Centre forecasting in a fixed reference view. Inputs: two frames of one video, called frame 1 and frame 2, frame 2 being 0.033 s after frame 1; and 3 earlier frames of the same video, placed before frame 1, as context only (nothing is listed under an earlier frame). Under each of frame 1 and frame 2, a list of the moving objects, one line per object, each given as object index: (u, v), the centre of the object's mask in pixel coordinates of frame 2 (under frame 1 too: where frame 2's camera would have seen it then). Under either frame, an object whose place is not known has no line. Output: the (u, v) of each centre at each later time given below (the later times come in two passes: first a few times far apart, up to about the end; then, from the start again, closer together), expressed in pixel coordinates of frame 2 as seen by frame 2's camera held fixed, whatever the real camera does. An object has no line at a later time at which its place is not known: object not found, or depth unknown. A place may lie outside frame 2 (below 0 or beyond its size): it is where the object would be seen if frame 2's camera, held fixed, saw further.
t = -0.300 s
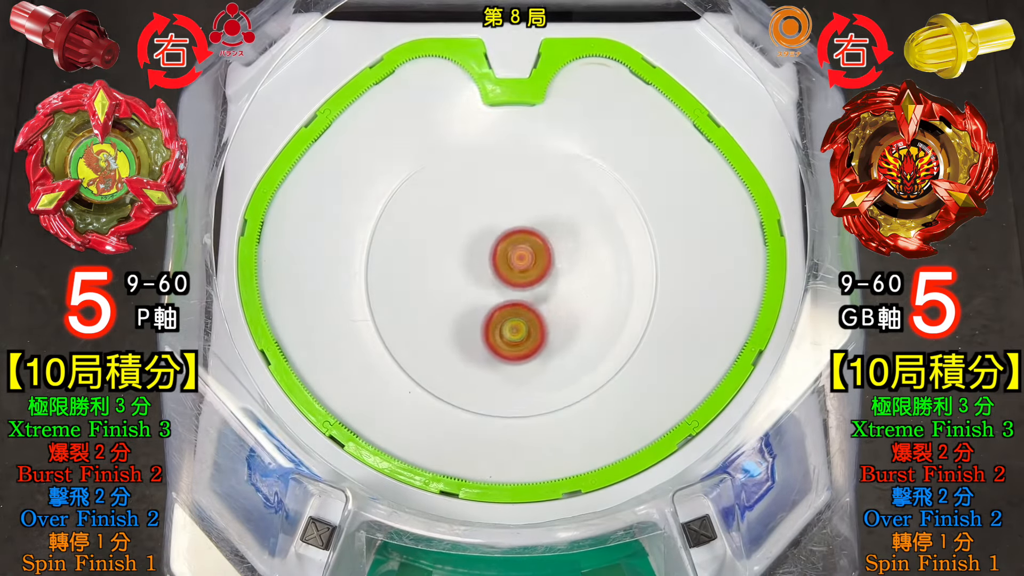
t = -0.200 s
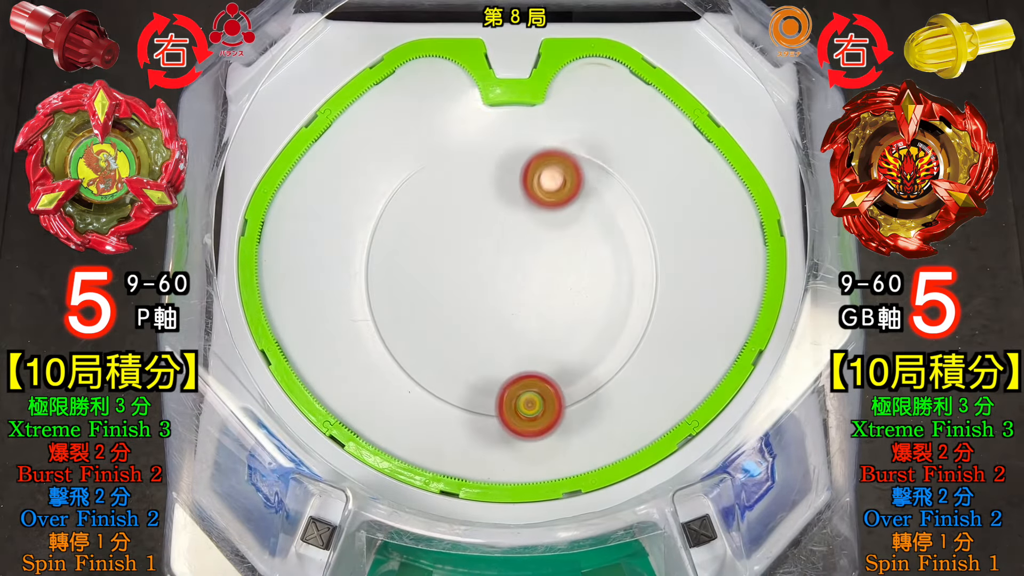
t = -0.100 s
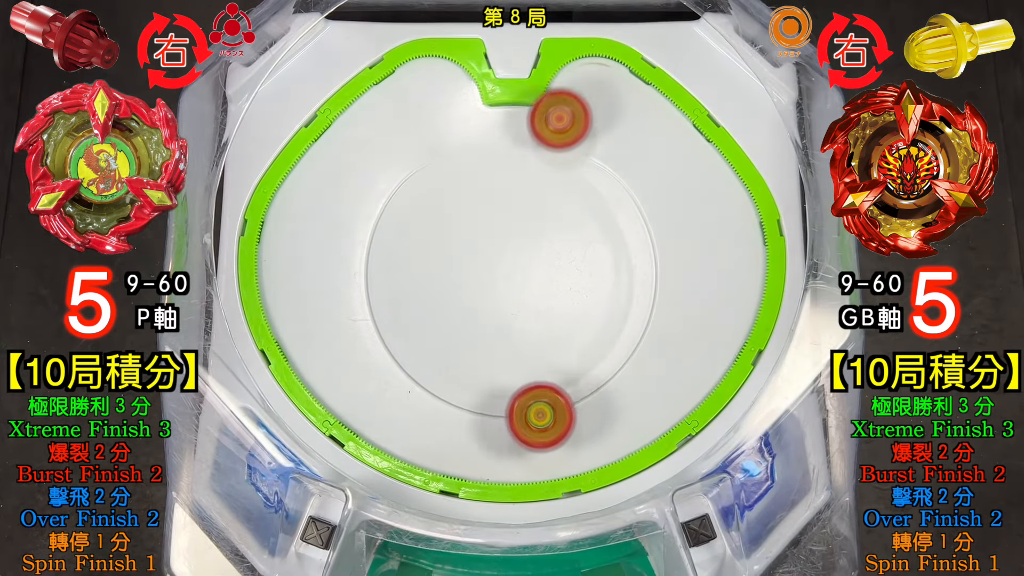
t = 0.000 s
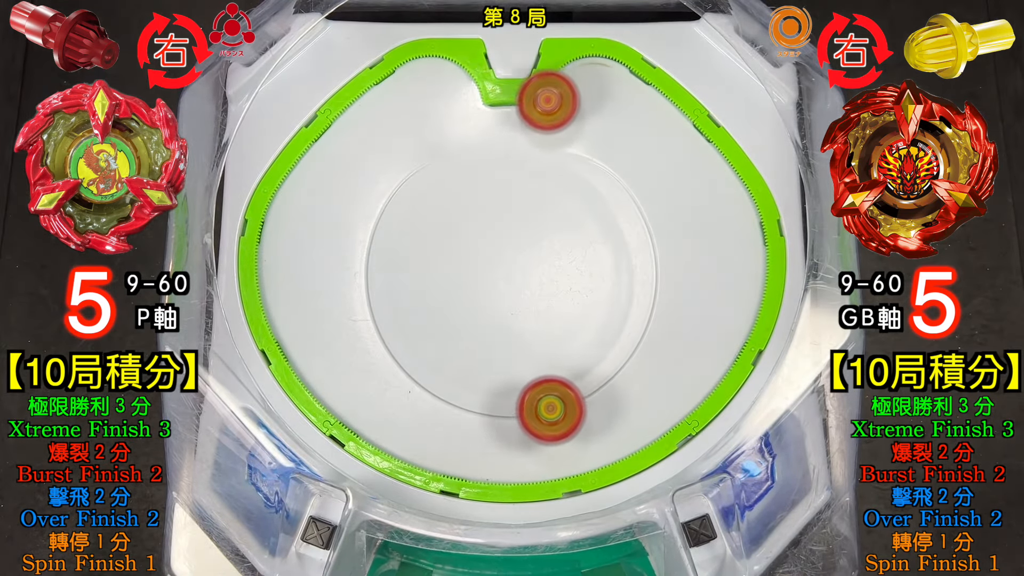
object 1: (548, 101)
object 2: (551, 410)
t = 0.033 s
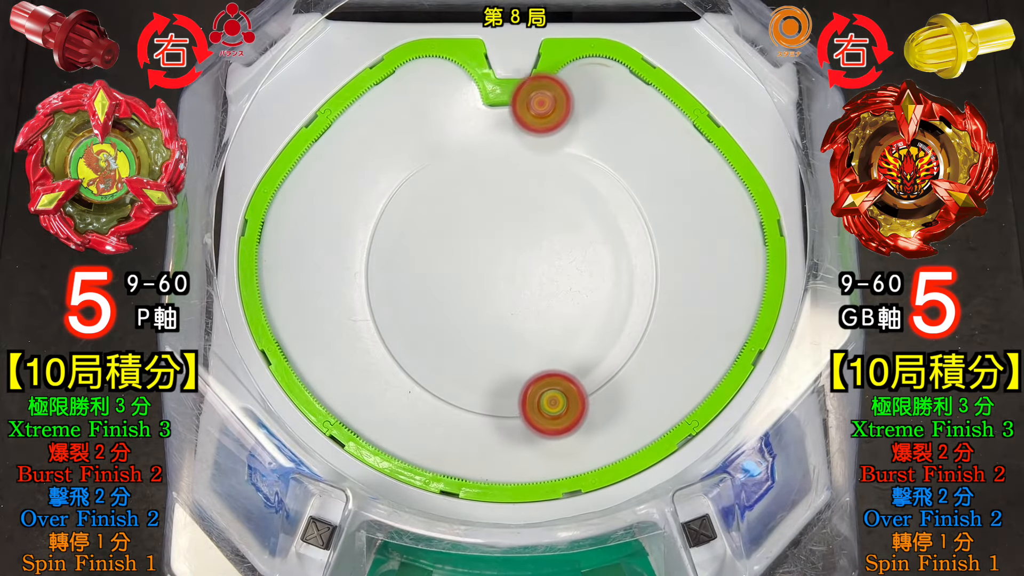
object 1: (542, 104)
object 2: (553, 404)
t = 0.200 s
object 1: (489, 176)
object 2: (559, 333)
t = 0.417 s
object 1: (421, 339)
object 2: (562, 246)
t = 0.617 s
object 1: (503, 400)
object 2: (514, 199)
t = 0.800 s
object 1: (640, 322)
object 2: (393, 239)
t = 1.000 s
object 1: (607, 167)
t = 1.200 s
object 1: (444, 154)
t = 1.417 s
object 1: (394, 347)
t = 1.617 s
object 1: (621, 354)
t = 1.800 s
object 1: (632, 147)
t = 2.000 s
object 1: (546, 152)
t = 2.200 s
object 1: (478, 462)
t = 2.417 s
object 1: (532, 455)
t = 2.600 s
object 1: (608, 327)
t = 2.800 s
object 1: (560, 160)
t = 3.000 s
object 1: (410, 118)
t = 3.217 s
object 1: (330, 171)
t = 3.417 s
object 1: (330, 250)
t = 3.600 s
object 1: (389, 317)
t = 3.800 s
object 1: (559, 346)
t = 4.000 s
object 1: (638, 215)
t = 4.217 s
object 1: (512, 139)
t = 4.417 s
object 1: (415, 230)
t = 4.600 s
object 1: (491, 356)
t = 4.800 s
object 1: (634, 326)
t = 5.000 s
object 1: (661, 195)
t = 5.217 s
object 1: (710, 140)
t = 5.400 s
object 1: (690, 133)
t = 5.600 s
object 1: (656, 146)
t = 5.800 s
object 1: (606, 181)
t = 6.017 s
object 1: (641, 64)
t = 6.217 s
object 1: (596, 212)
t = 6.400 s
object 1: (543, 283)
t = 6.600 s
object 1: (549, 311)
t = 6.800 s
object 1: (572, 310)
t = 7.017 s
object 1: (553, 304)
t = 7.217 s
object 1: (518, 319)
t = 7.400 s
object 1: (504, 326)
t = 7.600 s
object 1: (612, 482)
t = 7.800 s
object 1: (668, 387)
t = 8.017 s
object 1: (613, 290)
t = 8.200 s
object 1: (582, 45)
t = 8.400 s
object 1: (433, 165)
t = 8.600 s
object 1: (389, 294)
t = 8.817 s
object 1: (460, 316)
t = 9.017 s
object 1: (523, 275)
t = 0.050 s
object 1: (538, 107)
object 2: (554, 400)
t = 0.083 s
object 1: (530, 116)
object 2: (557, 390)
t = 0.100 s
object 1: (524, 122)
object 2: (558, 384)
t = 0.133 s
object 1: (514, 136)
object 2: (559, 370)
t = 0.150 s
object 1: (508, 145)
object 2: (560, 361)
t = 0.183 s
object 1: (495, 164)
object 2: (560, 343)
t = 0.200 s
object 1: (489, 176)
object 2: (559, 333)
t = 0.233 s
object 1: (478, 201)
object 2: (556, 315)
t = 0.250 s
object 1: (473, 214)
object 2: (553, 306)
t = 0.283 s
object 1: (467, 241)
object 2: (546, 290)
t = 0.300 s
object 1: (466, 255)
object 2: (542, 283)
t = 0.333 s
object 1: (459, 281)
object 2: (539, 271)
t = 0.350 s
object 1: (449, 293)
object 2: (546, 266)
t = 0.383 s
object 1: (432, 316)
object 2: (556, 256)
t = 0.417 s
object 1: (421, 339)
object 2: (562, 246)
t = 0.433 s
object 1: (419, 350)
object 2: (564, 241)
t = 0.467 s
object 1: (418, 370)
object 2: (564, 232)
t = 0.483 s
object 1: (421, 379)
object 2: (562, 227)
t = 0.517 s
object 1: (434, 390)
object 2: (556, 218)
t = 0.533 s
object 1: (442, 395)
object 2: (551, 214)
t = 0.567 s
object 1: (463, 398)
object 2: (538, 206)
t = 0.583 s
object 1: (476, 399)
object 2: (531, 203)
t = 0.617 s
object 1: (503, 400)
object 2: (514, 199)
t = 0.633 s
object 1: (517, 399)
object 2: (504, 198)
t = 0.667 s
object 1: (547, 395)
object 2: (482, 198)
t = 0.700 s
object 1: (577, 388)
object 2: (460, 201)
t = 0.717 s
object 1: (591, 382)
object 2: (448, 205)
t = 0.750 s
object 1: (614, 361)
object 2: (424, 215)
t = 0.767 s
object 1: (623, 349)
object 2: (413, 221)
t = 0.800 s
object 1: (640, 322)
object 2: (393, 239)
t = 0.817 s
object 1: (646, 308)
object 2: (383, 249)
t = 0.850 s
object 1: (652, 279)
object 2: (367, 271)
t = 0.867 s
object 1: (652, 264)
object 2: (369, 283)
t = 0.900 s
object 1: (648, 236)
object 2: (381, 310)
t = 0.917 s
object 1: (643, 223)
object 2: (388, 323)
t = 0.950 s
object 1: (632, 198)
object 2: (405, 351)
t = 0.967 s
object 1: (625, 187)
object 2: (415, 365)
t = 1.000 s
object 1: (607, 167)
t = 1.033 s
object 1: (585, 151)
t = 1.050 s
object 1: (573, 145)
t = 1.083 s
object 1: (546, 137)
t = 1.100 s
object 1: (532, 135)
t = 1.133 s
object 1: (503, 136)
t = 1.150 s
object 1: (488, 138)
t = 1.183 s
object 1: (458, 147)
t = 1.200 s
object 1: (444, 154)
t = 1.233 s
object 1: (417, 172)
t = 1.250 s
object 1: (404, 183)
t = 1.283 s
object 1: (382, 209)
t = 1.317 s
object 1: (368, 240)
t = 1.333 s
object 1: (366, 257)
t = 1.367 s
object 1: (372, 294)
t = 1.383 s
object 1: (377, 313)
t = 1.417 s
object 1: (394, 347)
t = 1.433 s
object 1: (407, 362)
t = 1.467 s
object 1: (443, 386)
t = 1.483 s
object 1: (462, 395)
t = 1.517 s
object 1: (503, 405)
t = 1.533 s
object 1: (525, 404)
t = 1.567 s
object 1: (568, 392)
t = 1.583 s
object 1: (587, 382)
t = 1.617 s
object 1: (621, 354)
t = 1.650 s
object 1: (643, 315)
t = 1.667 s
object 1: (651, 296)
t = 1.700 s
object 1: (657, 256)
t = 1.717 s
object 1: (656, 235)
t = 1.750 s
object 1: (648, 196)
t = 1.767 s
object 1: (643, 178)
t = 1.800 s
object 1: (632, 147)
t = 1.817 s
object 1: (626, 133)
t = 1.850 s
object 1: (612, 108)
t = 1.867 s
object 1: (605, 97)
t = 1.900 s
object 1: (589, 79)
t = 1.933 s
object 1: (571, 64)
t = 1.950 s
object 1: (564, 61)
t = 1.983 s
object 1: (552, 120)
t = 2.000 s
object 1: (546, 152)
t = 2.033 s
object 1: (534, 220)
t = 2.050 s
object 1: (527, 251)
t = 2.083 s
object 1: (514, 310)
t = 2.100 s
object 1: (507, 337)
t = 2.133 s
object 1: (494, 389)
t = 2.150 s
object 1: (488, 411)
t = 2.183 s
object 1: (482, 445)
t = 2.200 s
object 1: (478, 462)
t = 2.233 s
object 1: (475, 491)
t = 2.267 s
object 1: (480, 499)
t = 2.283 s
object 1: (484, 499)
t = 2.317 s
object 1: (493, 500)
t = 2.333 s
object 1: (497, 497)
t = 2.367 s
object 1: (510, 482)
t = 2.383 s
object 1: (517, 473)
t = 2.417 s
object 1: (532, 455)
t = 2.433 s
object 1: (540, 445)
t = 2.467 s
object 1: (557, 423)
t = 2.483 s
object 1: (565, 412)
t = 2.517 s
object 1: (580, 389)
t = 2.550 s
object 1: (593, 367)
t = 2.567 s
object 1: (598, 355)
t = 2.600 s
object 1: (608, 327)
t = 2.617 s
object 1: (612, 312)
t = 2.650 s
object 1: (615, 282)
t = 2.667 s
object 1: (615, 267)
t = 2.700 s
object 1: (610, 238)
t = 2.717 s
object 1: (605, 223)
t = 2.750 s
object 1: (592, 196)
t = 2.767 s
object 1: (582, 182)
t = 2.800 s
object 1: (560, 160)
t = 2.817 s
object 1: (548, 150)
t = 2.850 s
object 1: (522, 135)
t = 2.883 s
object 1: (495, 124)
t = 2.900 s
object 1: (481, 120)
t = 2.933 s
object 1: (455, 116)
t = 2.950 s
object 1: (442, 116)
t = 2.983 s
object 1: (420, 117)
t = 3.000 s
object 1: (410, 118)
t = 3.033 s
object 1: (391, 123)
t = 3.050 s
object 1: (383, 126)
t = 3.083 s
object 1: (369, 132)
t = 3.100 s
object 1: (362, 136)
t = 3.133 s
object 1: (350, 145)
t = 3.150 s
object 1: (345, 149)
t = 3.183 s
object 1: (337, 160)
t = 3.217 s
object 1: (330, 171)
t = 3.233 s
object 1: (327, 177)
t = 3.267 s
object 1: (324, 190)
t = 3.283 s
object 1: (323, 196)
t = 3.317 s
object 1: (322, 209)
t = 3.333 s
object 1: (322, 216)
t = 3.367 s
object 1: (324, 229)
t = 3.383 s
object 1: (326, 236)
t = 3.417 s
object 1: (330, 250)
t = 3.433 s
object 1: (333, 256)
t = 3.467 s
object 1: (340, 268)
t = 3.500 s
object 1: (348, 281)
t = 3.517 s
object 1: (353, 286)
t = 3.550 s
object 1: (364, 298)
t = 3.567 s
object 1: (372, 304)
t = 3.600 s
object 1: (389, 317)
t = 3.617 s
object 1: (400, 323)
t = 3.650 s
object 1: (424, 336)
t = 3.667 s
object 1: (438, 341)
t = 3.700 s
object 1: (467, 350)
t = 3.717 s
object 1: (483, 352)
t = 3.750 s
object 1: (514, 355)
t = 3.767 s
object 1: (530, 353)
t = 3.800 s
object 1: (559, 346)
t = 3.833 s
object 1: (585, 333)
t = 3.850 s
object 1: (596, 324)
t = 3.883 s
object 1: (616, 304)
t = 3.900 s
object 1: (624, 292)
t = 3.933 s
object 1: (635, 267)
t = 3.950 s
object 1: (638, 253)
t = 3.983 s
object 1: (639, 227)
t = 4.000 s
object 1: (638, 215)
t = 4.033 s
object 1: (630, 192)
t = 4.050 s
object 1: (625, 181)
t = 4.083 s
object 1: (607, 166)
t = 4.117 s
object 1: (585, 154)
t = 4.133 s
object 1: (574, 149)
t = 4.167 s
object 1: (549, 142)
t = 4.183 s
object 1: (537, 139)
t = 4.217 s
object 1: (512, 139)
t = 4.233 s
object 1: (500, 139)
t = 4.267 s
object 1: (478, 145)
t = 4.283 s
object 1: (467, 150)
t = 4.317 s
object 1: (448, 163)
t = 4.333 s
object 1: (440, 172)
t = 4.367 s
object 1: (426, 192)
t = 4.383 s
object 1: (420, 204)
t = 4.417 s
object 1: (415, 230)
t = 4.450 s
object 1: (416, 257)
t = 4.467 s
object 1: (419, 270)
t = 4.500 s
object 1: (430, 295)
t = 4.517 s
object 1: (438, 308)
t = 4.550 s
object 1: (457, 331)
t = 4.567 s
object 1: (467, 340)
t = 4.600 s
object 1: (491, 356)
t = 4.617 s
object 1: (504, 362)
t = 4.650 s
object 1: (531, 370)
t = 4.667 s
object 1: (544, 371)
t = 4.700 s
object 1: (570, 367)
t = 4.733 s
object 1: (595, 358)
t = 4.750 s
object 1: (606, 352)
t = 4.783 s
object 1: (626, 335)
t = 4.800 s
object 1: (634, 326)
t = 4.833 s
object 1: (648, 306)
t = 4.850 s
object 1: (651, 295)
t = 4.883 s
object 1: (651, 271)
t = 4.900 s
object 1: (649, 259)
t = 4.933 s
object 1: (643, 236)
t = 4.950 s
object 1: (638, 225)
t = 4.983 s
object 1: (653, 204)
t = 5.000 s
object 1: (661, 195)
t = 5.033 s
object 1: (674, 179)
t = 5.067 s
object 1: (685, 167)
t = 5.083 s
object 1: (690, 162)
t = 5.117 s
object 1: (697, 155)
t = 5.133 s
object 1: (700, 152)
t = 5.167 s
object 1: (705, 146)
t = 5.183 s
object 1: (707, 143)
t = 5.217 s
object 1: (710, 140)
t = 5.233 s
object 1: (710, 138)
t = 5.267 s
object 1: (708, 137)
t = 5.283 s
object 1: (706, 136)
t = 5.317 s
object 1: (702, 135)
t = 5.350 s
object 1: (697, 134)
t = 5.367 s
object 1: (695, 134)
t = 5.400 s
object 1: (690, 133)
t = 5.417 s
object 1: (687, 133)
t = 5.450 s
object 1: (682, 134)
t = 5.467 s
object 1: (679, 134)
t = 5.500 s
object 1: (674, 136)
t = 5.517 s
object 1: (671, 137)
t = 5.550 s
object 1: (665, 140)
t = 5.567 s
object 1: (662, 142)
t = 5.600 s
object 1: (656, 146)
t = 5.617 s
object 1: (652, 148)
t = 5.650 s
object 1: (645, 153)
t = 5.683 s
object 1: (638, 158)
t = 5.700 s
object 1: (635, 161)
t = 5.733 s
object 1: (627, 166)
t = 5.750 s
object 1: (623, 169)
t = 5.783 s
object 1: (613, 177)
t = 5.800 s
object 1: (606, 181)
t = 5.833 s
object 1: (592, 189)
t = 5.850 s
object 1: (599, 165)
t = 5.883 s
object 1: (615, 111)
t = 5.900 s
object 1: (623, 86)
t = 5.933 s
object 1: (638, 40)
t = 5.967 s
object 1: (645, 23)
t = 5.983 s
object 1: (644, 32)
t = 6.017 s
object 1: (641, 64)
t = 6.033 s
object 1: (638, 81)
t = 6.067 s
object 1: (632, 112)
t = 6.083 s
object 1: (629, 123)
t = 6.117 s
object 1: (621, 150)
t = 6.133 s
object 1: (618, 160)
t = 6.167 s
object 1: (611, 181)
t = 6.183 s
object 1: (607, 193)
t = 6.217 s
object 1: (596, 212)
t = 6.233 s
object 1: (591, 221)
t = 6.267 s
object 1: (579, 238)
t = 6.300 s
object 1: (567, 252)
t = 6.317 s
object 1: (562, 258)
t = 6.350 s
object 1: (553, 269)
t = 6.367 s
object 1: (549, 274)
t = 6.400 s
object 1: (543, 283)
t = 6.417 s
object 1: (541, 287)
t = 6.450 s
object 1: (538, 293)
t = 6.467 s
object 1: (538, 296)
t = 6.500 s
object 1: (538, 301)
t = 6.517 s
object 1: (539, 303)
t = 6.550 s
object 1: (542, 307)
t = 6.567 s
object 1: (544, 308)
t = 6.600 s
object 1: (549, 311)
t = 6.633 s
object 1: (555, 313)
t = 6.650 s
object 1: (558, 314)
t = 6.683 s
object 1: (563, 314)
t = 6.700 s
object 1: (565, 314)
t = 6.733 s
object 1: (568, 313)
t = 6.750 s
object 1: (570, 312)
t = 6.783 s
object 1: (572, 311)
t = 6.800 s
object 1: (572, 310)
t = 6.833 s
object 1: (573, 309)
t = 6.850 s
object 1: (572, 308)
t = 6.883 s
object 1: (570, 306)
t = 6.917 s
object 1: (567, 305)
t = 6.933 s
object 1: (566, 304)
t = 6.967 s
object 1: (561, 303)
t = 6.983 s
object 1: (559, 303)
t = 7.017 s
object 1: (553, 304)
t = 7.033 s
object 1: (550, 305)
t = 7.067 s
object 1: (544, 307)
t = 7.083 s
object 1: (542, 308)
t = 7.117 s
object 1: (535, 311)
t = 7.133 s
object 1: (532, 313)
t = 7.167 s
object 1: (526, 316)
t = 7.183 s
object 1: (523, 317)
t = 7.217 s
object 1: (518, 319)
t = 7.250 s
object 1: (513, 321)
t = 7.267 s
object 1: (512, 322)
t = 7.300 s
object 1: (509, 323)
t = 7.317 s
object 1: (508, 323)
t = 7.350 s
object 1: (506, 324)
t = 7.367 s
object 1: (505, 325)
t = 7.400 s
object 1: (504, 326)
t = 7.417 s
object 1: (504, 326)
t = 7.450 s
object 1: (504, 327)
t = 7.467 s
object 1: (504, 329)
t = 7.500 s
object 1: (531, 395)
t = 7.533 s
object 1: (558, 451)
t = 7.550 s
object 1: (573, 473)
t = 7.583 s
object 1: (600, 486)
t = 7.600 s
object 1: (612, 482)
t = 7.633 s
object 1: (635, 474)
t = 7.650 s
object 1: (644, 469)
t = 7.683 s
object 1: (655, 452)
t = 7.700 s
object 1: (660, 443)
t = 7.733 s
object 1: (665, 426)
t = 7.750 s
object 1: (667, 416)
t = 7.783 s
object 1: (669, 396)
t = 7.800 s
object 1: (668, 387)
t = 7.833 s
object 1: (666, 372)
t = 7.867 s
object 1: (662, 357)
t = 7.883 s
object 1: (659, 351)
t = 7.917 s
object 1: (651, 337)
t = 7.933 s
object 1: (647, 332)
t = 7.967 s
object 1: (636, 317)
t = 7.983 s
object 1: (629, 309)
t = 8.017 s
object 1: (613, 290)
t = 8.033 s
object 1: (640, 273)
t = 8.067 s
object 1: (753, 218)
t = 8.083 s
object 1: (804, 188)
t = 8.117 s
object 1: (750, 140)
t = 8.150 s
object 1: (678, 93)
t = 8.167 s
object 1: (640, 74)
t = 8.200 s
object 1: (582, 45)
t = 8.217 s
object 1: (570, 48)
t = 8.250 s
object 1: (545, 61)
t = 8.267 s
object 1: (533, 70)
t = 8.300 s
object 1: (508, 93)
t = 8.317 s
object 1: (496, 104)
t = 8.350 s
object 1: (469, 128)
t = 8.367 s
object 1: (457, 141)
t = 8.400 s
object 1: (433, 165)
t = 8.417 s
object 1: (422, 177)
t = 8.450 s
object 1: (402, 199)
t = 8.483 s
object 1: (385, 219)
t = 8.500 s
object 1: (380, 229)
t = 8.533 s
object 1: (379, 254)
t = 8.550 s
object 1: (380, 265)
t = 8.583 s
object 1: (385, 286)
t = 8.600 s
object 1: (389, 294)
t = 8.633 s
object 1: (397, 308)
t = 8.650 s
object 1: (401, 313)
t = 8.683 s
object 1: (411, 320)
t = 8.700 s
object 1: (417, 322)
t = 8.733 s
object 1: (429, 324)
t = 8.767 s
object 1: (441, 322)
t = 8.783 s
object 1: (447, 321)
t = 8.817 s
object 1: (460, 316)
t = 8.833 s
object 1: (466, 314)
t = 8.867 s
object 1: (478, 308)
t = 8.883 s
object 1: (485, 304)
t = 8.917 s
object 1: (495, 298)
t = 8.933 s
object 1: (500, 294)
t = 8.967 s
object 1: (510, 286)
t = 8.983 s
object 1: (515, 282)
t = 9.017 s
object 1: (523, 275)
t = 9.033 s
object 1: (527, 271)
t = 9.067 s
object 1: (534, 263)
